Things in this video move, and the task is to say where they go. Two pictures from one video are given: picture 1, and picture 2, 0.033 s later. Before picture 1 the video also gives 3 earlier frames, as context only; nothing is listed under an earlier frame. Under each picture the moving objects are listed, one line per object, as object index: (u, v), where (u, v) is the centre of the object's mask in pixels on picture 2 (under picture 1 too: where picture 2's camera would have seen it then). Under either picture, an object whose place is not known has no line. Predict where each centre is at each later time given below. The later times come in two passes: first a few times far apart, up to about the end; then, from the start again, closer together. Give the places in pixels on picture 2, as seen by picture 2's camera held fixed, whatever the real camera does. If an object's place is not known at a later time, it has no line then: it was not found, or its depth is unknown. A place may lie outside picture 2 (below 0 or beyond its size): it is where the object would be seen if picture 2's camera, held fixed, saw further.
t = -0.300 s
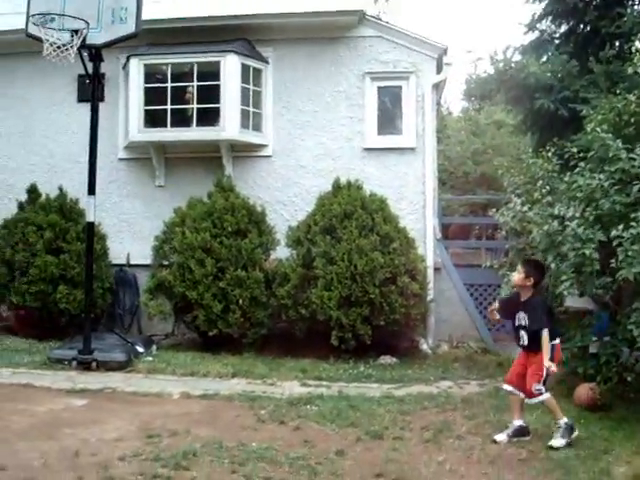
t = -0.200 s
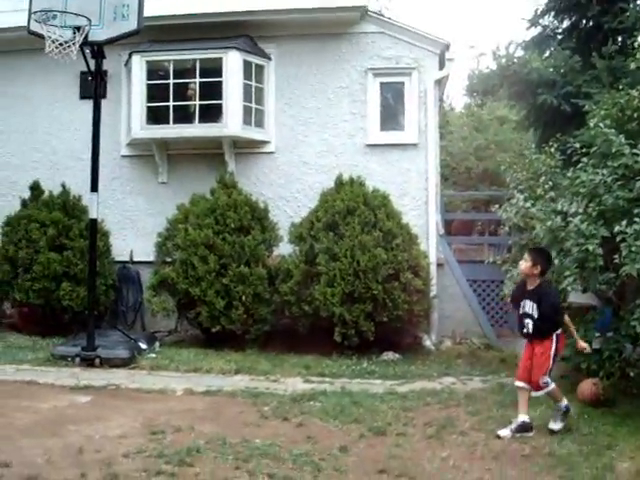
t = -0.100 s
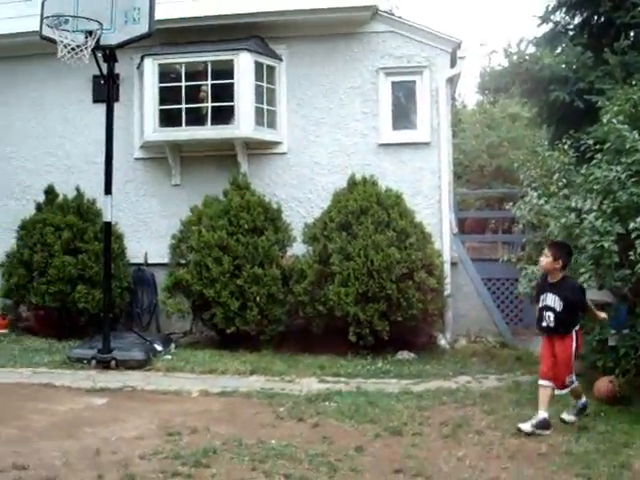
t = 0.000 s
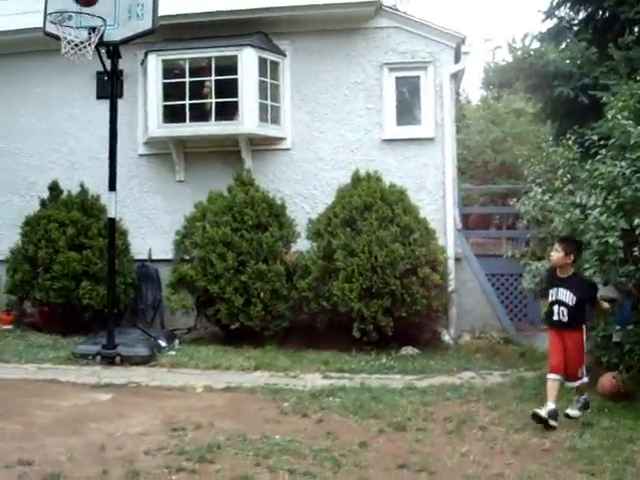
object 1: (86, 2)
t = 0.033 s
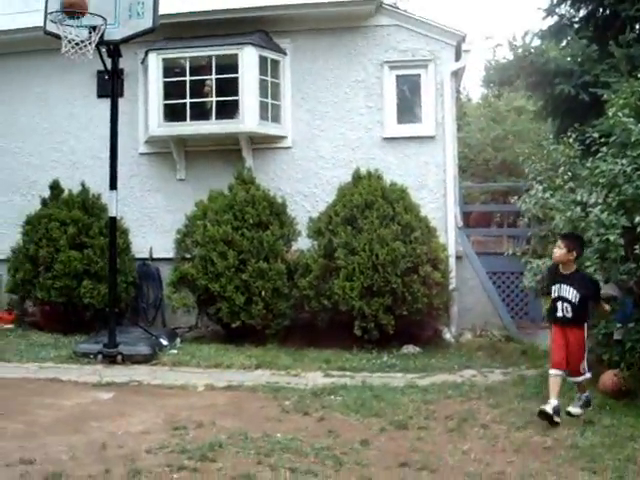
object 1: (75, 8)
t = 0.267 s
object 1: (78, 104)
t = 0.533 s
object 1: (98, 259)
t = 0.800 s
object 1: (82, 305)
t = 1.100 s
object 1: (76, 213)
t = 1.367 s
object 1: (74, 213)
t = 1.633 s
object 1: (72, 314)
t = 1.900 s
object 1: (69, 341)
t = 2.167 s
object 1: (70, 272)
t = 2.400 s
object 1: (73, 303)
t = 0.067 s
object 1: (62, 20)
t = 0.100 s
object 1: (62, 31)
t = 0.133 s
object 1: (67, 46)
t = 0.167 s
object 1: (68, 58)
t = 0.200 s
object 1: (72, 72)
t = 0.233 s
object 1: (74, 88)
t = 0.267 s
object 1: (78, 104)
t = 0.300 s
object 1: (81, 121)
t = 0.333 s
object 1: (84, 138)
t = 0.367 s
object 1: (87, 157)
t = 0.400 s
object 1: (91, 177)
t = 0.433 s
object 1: (93, 196)
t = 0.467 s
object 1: (96, 219)
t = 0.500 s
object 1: (99, 240)
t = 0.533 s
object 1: (98, 259)
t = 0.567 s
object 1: (95, 277)
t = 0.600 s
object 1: (92, 299)
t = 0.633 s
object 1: (89, 320)
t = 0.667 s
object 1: (87, 342)
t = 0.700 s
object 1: (85, 354)
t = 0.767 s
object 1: (83, 320)
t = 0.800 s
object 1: (82, 305)
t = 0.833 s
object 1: (81, 290)
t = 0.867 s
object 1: (80, 277)
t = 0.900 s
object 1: (79, 264)
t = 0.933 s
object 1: (79, 252)
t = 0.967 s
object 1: (78, 241)
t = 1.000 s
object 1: (78, 233)
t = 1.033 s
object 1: (77, 224)
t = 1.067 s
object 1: (77, 218)
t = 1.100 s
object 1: (76, 213)
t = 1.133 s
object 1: (76, 207)
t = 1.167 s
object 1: (75, 205)
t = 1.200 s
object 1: (75, 203)
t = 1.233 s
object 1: (75, 202)
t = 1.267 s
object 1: (75, 203)
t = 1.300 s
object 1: (75, 205)
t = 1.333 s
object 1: (74, 209)
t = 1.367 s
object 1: (74, 213)
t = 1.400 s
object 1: (74, 220)
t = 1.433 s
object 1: (73, 228)
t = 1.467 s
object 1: (73, 239)
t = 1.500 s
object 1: (72, 250)
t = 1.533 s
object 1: (72, 264)
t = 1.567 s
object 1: (72, 278)
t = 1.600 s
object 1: (72, 295)
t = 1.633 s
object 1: (72, 314)
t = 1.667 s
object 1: (71, 334)
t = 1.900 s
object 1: (69, 341)
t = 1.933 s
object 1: (70, 327)
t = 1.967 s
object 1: (70, 315)
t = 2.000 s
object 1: (70, 304)
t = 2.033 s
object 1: (70, 294)
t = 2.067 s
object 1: (70, 286)
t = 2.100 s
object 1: (70, 280)
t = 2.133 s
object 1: (70, 275)
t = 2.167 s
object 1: (70, 272)
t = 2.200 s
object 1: (70, 271)
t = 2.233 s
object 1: (71, 271)
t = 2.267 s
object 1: (71, 273)
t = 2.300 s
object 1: (72, 278)
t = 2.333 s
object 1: (72, 284)
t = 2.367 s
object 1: (72, 292)
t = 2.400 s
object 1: (73, 303)
